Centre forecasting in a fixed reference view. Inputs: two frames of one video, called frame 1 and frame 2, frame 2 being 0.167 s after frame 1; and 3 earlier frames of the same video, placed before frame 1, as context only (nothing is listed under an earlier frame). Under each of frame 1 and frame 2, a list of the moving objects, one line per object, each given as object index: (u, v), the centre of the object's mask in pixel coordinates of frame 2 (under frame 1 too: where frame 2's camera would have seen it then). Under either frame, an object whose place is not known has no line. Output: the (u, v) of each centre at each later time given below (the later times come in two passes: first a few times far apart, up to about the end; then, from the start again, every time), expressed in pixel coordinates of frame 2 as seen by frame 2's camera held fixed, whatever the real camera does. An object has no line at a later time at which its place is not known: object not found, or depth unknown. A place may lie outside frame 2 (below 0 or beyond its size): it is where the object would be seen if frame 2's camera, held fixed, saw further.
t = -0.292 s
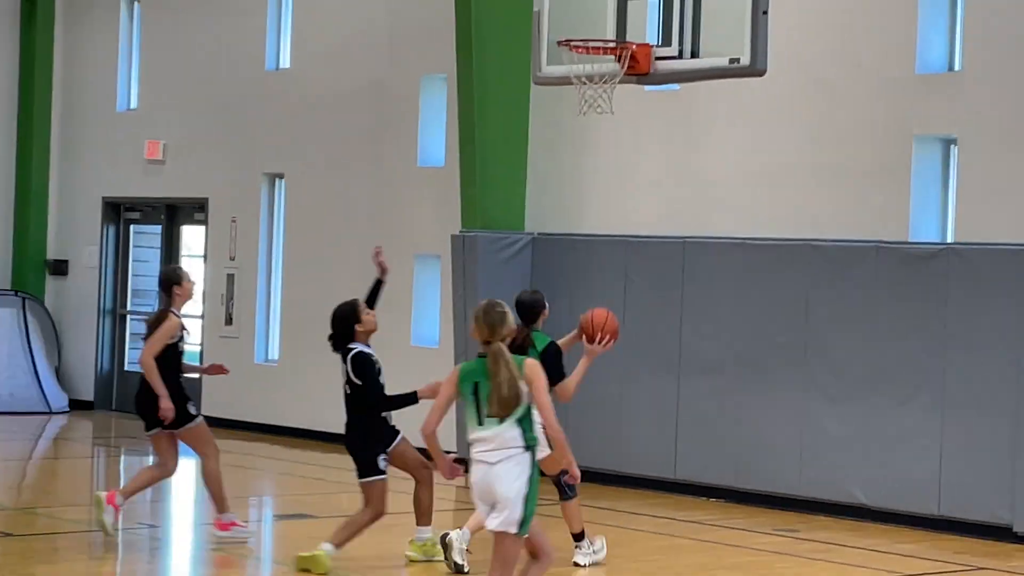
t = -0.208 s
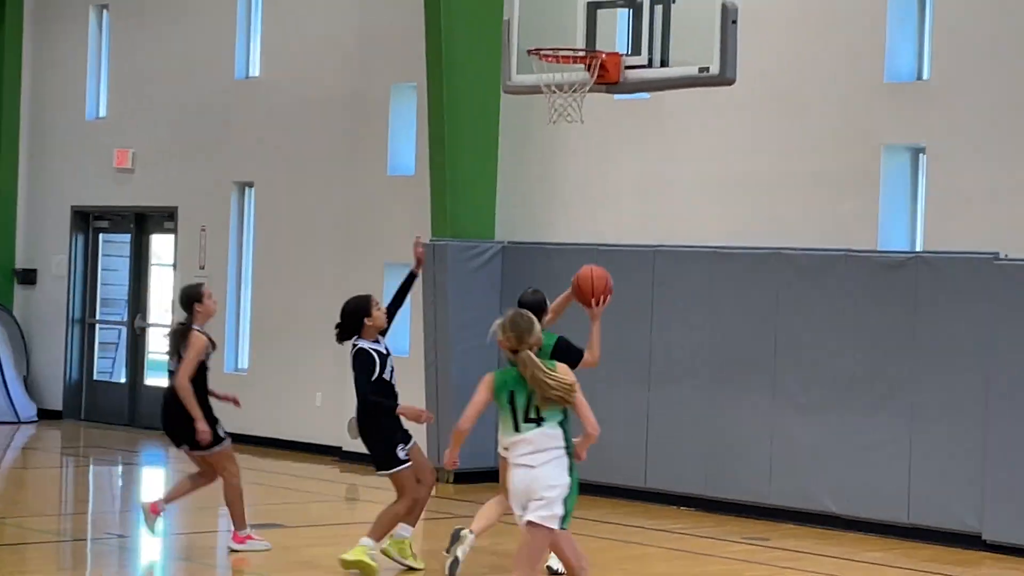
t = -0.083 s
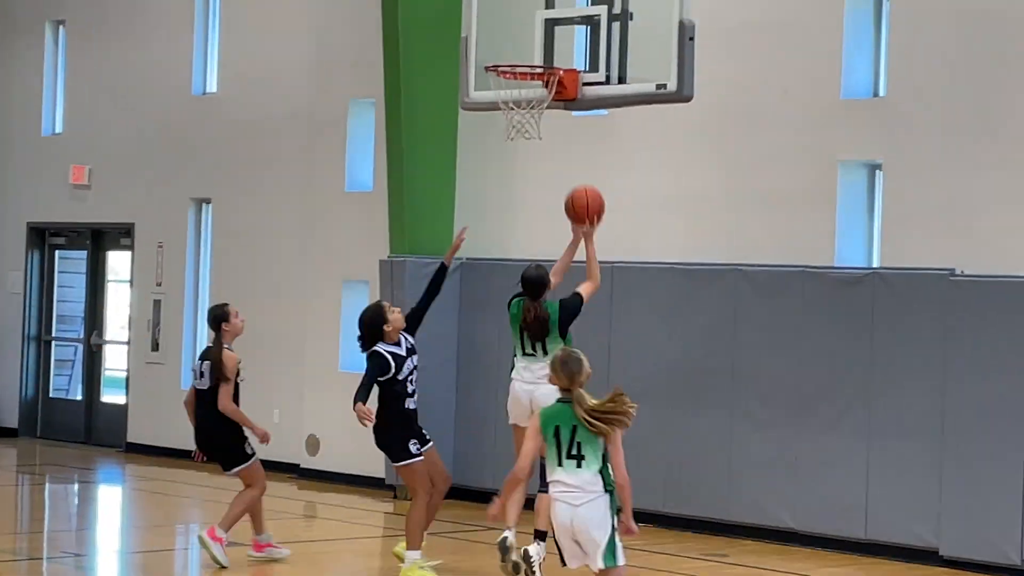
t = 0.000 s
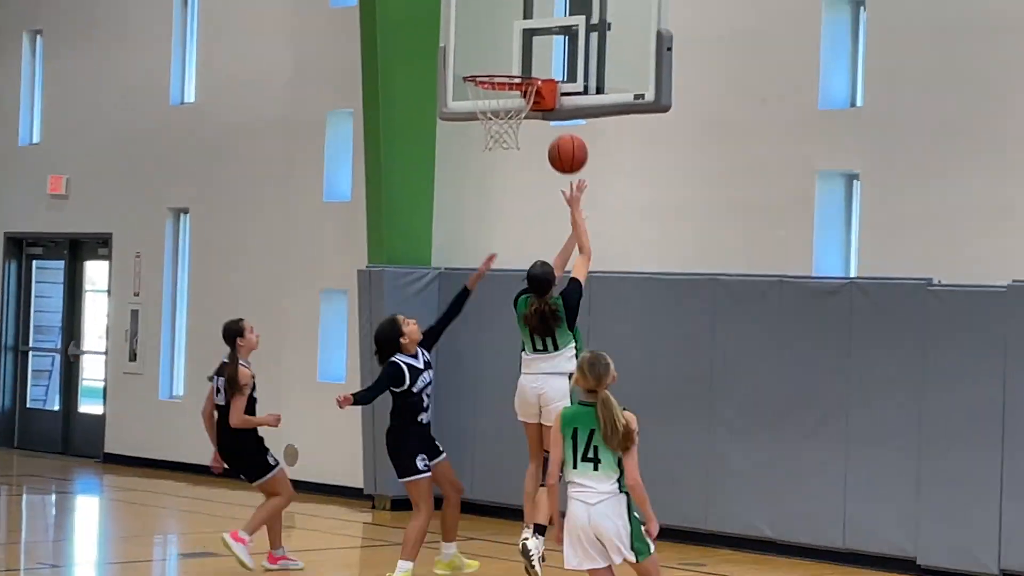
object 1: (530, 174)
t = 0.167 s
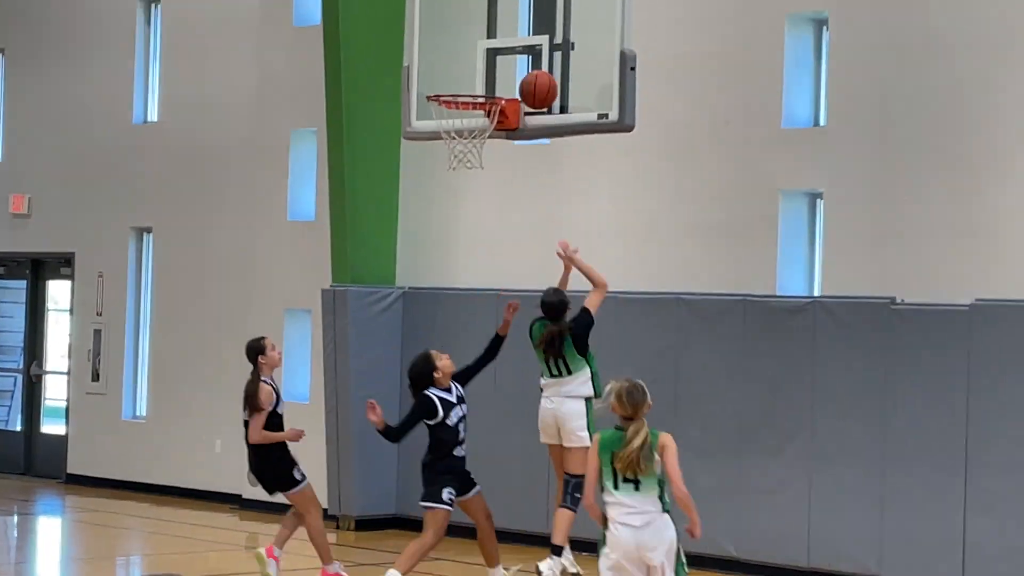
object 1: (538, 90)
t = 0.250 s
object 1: (541, 67)
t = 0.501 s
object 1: (494, 67)
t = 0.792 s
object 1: (447, 84)
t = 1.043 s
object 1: (471, 139)
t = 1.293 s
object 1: (479, 189)
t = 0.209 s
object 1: (539, 79)
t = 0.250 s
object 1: (541, 67)
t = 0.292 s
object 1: (542, 61)
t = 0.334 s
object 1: (536, 55)
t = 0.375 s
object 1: (528, 54)
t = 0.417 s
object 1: (515, 55)
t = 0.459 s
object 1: (507, 58)
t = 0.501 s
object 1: (494, 67)
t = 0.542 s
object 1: (486, 74)
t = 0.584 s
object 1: (476, 76)
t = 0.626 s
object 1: (471, 75)
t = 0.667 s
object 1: (463, 76)
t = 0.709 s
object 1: (457, 79)
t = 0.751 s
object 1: (449, 82)
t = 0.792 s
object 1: (447, 84)
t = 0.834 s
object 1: (453, 94)
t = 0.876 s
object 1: (456, 99)
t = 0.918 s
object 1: (460, 109)
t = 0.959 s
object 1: (464, 117)
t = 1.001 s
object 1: (467, 130)
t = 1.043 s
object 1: (471, 139)
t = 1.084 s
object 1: (474, 144)
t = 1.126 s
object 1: (475, 154)
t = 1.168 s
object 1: (476, 158)
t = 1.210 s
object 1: (477, 164)
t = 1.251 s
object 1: (478, 177)
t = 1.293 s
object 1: (479, 189)
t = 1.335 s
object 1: (479, 211)
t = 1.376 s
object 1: (480, 227)
